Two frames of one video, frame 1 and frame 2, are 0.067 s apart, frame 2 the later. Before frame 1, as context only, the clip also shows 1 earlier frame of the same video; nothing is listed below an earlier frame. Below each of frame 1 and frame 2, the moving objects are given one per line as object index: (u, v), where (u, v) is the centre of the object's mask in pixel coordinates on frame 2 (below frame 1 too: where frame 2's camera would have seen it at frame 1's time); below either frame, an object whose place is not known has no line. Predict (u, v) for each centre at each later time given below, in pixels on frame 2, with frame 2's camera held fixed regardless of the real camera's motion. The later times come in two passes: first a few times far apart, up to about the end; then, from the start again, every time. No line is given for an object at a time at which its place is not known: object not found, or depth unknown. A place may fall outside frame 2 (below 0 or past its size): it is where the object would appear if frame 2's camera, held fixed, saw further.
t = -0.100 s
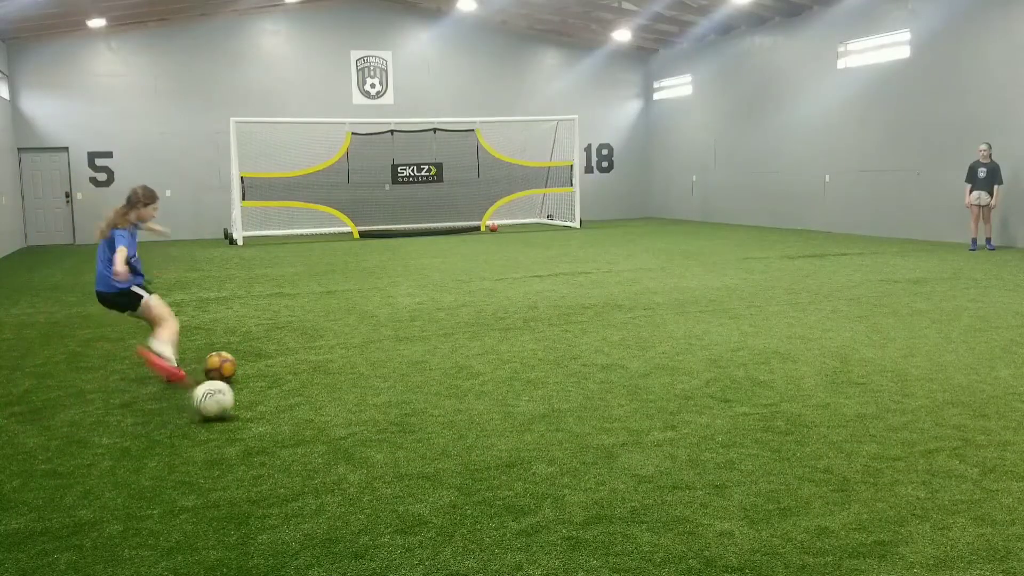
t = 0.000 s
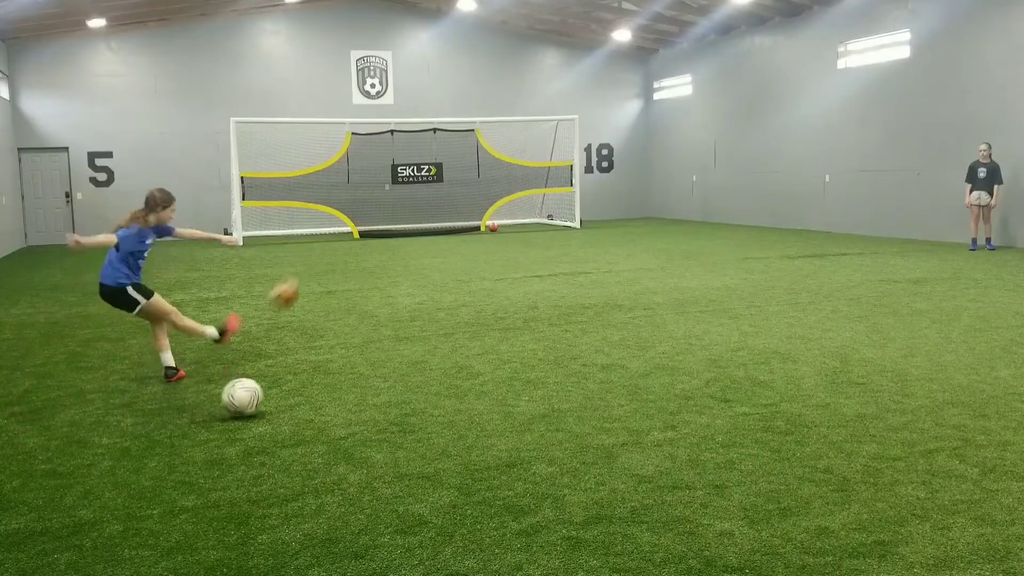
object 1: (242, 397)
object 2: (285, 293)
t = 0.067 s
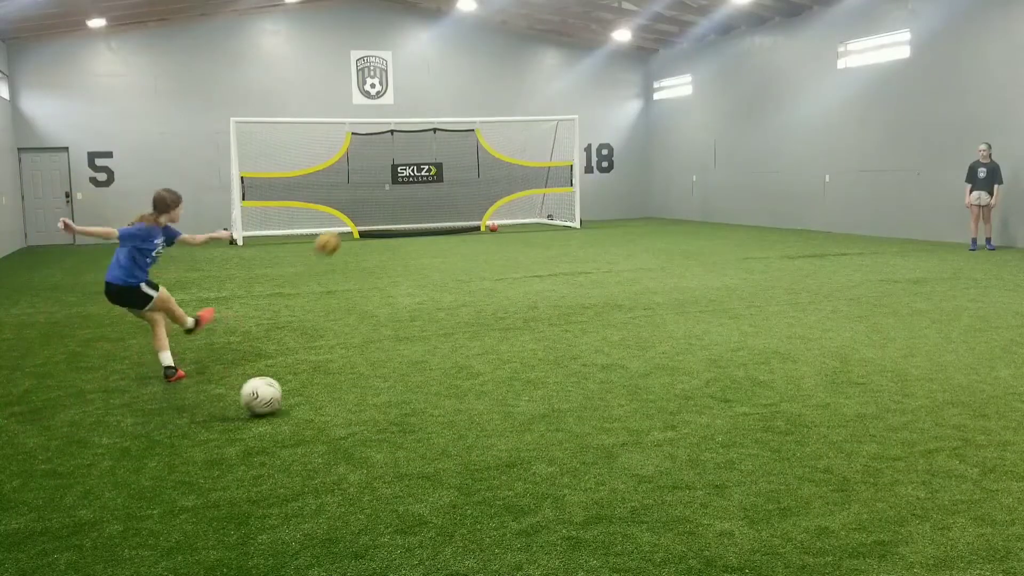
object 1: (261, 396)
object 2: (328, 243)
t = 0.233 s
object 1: (307, 392)
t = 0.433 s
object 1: (360, 386)
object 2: (447, 135)
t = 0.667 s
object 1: (417, 380)
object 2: (484, 136)
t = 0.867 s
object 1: (461, 375)
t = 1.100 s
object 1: (509, 370)
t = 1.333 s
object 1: (554, 365)
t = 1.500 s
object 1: (583, 361)
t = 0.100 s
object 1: (271, 395)
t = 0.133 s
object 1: (281, 394)
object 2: (361, 205)
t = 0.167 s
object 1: (289, 393)
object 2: (375, 192)
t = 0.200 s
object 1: (298, 392)
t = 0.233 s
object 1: (307, 392)
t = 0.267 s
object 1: (316, 390)
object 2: (408, 160)
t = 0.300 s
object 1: (325, 389)
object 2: (417, 153)
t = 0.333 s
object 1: (333, 389)
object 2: (426, 146)
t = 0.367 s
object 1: (343, 388)
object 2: (433, 142)
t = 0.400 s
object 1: (351, 387)
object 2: (440, 138)
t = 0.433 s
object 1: (360, 386)
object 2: (447, 135)
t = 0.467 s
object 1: (368, 385)
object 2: (454, 134)
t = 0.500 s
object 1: (377, 384)
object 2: (459, 133)
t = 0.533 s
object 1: (384, 384)
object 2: (465, 133)
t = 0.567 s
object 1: (392, 383)
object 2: (470, 133)
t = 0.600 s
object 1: (401, 382)
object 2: (474, 133)
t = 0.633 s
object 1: (408, 382)
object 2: (479, 134)
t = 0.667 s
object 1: (417, 380)
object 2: (484, 136)
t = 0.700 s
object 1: (425, 380)
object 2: (488, 138)
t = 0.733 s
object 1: (432, 378)
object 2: (491, 141)
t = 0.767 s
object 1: (439, 378)
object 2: (495, 143)
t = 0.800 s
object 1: (446, 376)
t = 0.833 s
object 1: (454, 376)
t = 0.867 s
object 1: (461, 375)
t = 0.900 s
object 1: (469, 375)
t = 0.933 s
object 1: (475, 375)
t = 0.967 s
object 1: (482, 372)
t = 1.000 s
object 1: (489, 372)
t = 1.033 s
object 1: (496, 372)
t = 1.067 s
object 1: (503, 371)
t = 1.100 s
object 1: (509, 370)
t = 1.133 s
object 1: (516, 369)
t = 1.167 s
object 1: (522, 368)
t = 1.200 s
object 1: (529, 368)
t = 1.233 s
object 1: (535, 367)
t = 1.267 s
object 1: (541, 366)
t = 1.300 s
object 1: (548, 366)
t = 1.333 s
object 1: (554, 365)
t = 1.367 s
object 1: (560, 364)
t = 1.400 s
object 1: (566, 364)
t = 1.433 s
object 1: (573, 363)
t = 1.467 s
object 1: (578, 363)
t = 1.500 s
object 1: (583, 361)
